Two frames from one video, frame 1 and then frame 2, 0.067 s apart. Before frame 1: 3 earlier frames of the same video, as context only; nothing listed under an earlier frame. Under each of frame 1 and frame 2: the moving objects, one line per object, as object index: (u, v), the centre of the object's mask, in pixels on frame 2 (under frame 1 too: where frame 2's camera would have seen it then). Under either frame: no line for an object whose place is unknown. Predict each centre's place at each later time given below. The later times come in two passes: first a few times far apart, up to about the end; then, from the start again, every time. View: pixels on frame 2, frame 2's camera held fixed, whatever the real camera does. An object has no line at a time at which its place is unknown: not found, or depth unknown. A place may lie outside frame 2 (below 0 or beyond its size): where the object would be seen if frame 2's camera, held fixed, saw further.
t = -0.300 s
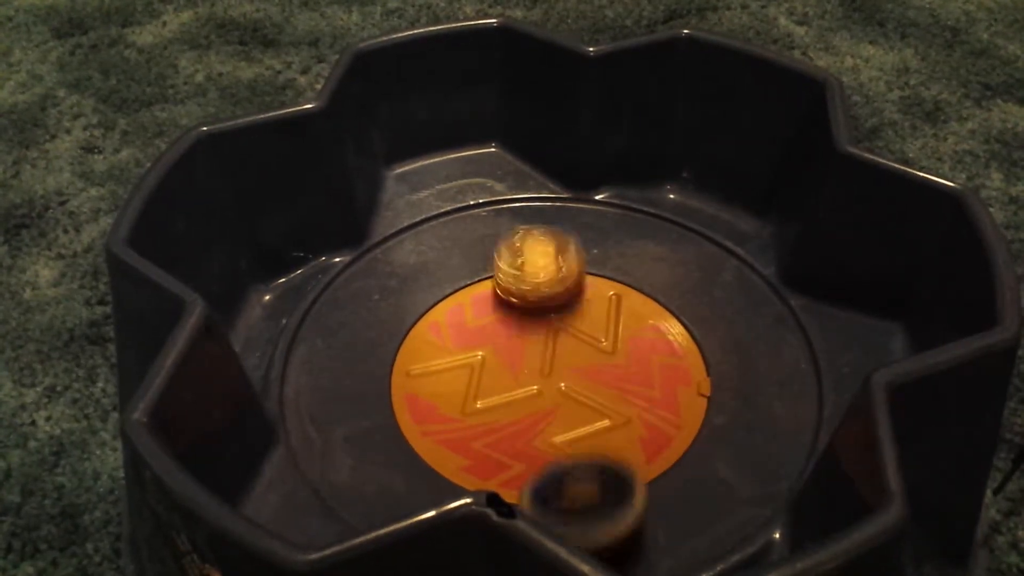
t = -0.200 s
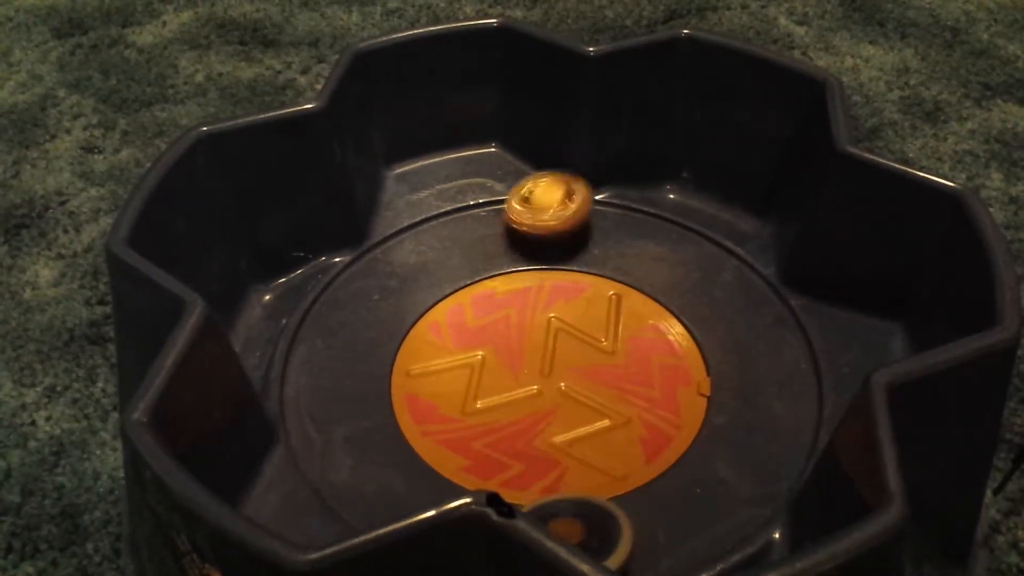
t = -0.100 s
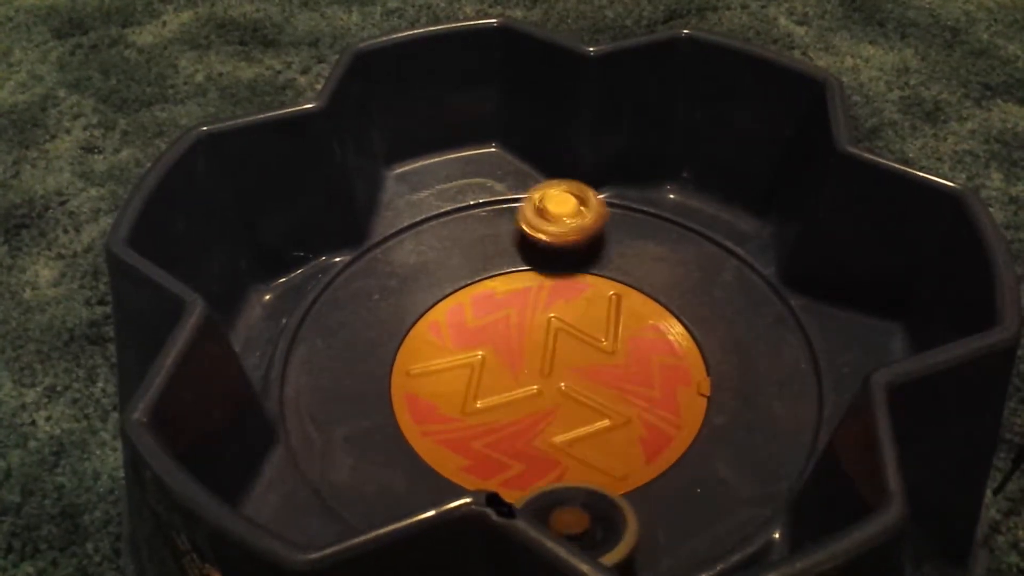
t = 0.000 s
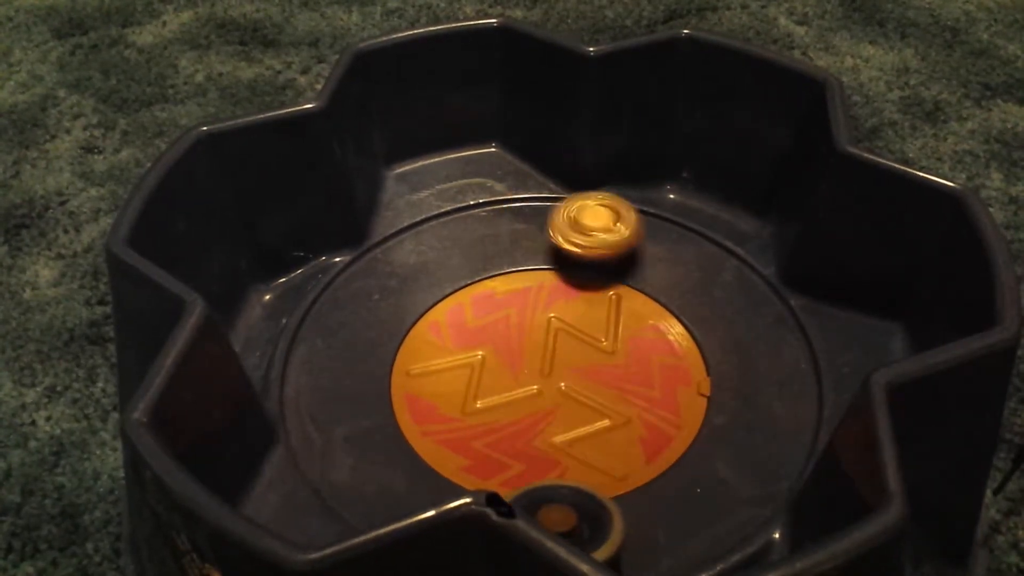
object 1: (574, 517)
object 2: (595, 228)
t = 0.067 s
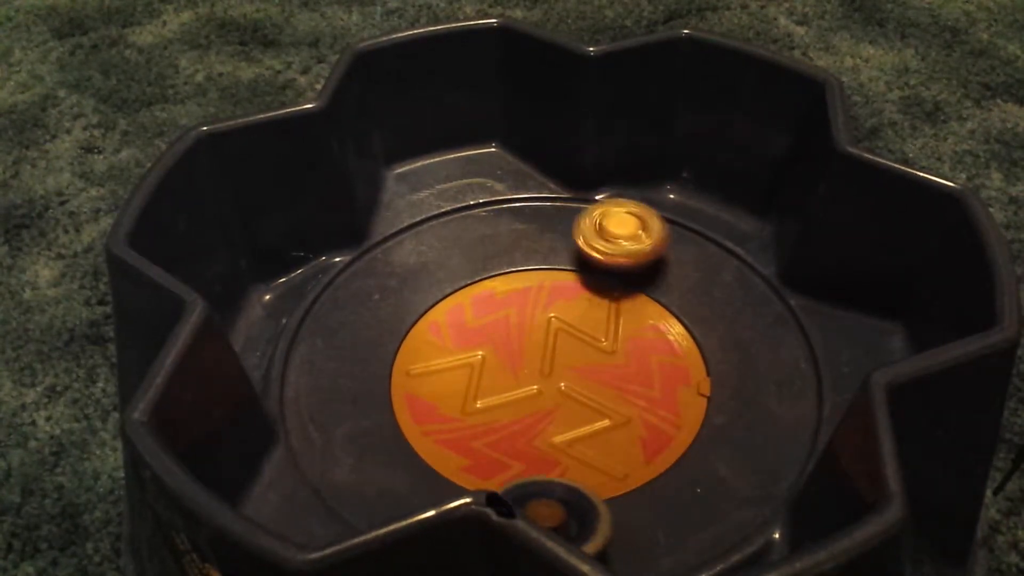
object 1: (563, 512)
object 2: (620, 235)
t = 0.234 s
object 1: (523, 489)
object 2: (669, 273)
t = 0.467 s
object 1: (498, 452)
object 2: (656, 376)
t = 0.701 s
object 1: (308, 380)
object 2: (766, 399)
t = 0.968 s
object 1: (310, 322)
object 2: (744, 451)
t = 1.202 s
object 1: (335, 269)
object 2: (614, 470)
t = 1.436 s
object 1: (375, 261)
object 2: (481, 412)
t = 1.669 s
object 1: (442, 252)
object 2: (486, 333)
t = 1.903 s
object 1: (481, 215)
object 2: (516, 357)
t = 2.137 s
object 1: (530, 221)
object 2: (518, 369)
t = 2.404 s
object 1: (578, 269)
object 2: (541, 387)
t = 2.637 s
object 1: (608, 342)
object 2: (523, 399)
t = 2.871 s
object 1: (730, 323)
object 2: (359, 414)
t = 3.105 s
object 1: (748, 356)
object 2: (347, 362)
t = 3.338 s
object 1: (714, 398)
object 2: (422, 318)
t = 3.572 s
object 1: (631, 421)
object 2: (546, 317)
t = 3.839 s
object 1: (527, 476)
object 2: (597, 278)
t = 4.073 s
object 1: (456, 461)
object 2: (606, 317)
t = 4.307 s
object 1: (442, 424)
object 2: (575, 318)
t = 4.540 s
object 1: (444, 366)
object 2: (554, 309)
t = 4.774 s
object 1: (368, 369)
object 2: (635, 292)
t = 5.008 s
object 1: (419, 367)
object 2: (645, 346)
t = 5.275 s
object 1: (481, 325)
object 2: (621, 402)
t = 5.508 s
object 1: (532, 321)
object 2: (567, 425)
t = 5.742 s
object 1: (559, 295)
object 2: (595, 439)
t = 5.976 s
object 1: (556, 284)
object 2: (556, 416)
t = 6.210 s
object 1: (546, 318)
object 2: (565, 405)
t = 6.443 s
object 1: (549, 310)
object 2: (586, 411)
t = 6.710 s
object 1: (546, 347)
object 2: (602, 427)
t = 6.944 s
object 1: (523, 314)
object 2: (578, 430)
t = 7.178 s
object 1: (506, 308)
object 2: (566, 397)
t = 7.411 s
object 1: (494, 304)
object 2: (585, 382)
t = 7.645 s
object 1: (488, 314)
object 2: (587, 385)
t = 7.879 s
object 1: (484, 322)
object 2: (585, 383)
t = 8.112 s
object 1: (457, 324)
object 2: (611, 393)
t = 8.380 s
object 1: (455, 340)
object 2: (563, 365)
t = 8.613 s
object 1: (477, 340)
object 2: (595, 365)
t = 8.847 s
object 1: (476, 344)
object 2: (595, 366)
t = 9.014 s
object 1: (473, 345)
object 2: (583, 365)
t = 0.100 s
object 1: (556, 509)
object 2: (632, 240)
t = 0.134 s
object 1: (548, 504)
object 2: (642, 246)
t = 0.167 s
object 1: (540, 498)
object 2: (652, 255)
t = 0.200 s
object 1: (530, 493)
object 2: (661, 263)
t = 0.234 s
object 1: (523, 489)
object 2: (669, 273)
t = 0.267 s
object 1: (516, 483)
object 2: (674, 287)
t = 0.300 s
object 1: (509, 477)
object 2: (677, 301)
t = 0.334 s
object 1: (505, 472)
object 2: (678, 315)
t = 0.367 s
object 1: (503, 469)
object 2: (678, 331)
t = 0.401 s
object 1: (502, 464)
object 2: (673, 348)
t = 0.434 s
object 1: (500, 458)
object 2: (665, 364)
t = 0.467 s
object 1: (498, 452)
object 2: (656, 376)
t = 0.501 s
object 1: (496, 443)
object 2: (642, 392)
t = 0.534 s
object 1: (495, 435)
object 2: (625, 405)
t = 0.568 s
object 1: (483, 424)
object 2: (619, 413)
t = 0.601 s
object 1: (411, 404)
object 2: (672, 408)
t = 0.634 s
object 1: (360, 394)
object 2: (713, 403)
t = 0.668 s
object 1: (328, 390)
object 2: (743, 400)
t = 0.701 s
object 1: (308, 380)
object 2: (766, 399)
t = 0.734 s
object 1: (297, 371)
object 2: (780, 401)
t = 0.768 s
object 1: (300, 364)
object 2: (786, 406)
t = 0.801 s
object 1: (305, 357)
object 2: (787, 415)
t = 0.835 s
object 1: (309, 350)
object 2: (784, 424)
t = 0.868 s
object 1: (310, 342)
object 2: (774, 430)
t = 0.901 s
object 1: (309, 335)
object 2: (762, 437)
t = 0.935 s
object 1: (307, 328)
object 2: (753, 444)
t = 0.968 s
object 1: (310, 322)
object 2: (744, 451)
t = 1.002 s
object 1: (315, 318)
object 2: (732, 457)
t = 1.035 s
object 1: (319, 312)
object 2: (718, 462)
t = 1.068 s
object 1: (321, 299)
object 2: (701, 467)
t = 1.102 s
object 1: (323, 287)
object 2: (681, 469)
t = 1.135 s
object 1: (325, 281)
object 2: (659, 471)
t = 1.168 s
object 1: (330, 275)
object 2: (637, 472)
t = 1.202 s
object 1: (335, 269)
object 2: (614, 470)
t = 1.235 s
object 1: (339, 267)
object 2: (591, 465)
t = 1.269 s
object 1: (345, 268)
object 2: (568, 460)
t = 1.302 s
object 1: (351, 266)
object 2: (546, 454)
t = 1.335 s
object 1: (356, 264)
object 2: (527, 445)
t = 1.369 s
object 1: (362, 262)
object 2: (509, 435)
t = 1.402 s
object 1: (368, 263)
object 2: (495, 424)
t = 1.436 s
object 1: (375, 261)
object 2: (481, 412)
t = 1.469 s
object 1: (382, 263)
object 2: (472, 399)
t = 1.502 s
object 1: (391, 261)
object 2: (464, 388)
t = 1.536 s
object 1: (400, 261)
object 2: (463, 375)
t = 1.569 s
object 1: (410, 260)
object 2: (467, 361)
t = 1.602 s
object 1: (422, 259)
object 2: (474, 347)
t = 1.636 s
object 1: (434, 257)
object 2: (479, 335)
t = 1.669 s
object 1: (442, 252)
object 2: (486, 333)
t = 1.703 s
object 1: (450, 251)
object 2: (490, 331)
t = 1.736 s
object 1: (458, 250)
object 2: (495, 331)
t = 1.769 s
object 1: (459, 235)
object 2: (506, 344)
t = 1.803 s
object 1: (463, 224)
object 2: (513, 351)
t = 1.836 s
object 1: (469, 220)
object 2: (516, 354)
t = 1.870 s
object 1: (475, 217)
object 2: (516, 355)
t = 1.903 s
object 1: (481, 215)
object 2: (516, 357)
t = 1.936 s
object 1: (487, 214)
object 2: (516, 358)
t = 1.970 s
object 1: (494, 213)
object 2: (516, 360)
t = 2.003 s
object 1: (501, 213)
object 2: (516, 362)
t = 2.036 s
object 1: (508, 214)
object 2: (516, 364)
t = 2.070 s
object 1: (515, 216)
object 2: (517, 365)
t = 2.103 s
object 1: (522, 220)
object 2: (517, 368)
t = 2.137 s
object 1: (530, 221)
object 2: (518, 369)
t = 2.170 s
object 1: (538, 225)
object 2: (524, 370)
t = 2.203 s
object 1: (546, 231)
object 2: (536, 371)
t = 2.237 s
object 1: (553, 235)
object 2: (541, 368)
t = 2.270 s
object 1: (560, 240)
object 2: (543, 370)
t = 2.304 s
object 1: (566, 246)
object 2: (544, 374)
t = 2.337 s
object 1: (571, 253)
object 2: (544, 379)
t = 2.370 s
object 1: (574, 261)
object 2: (542, 383)
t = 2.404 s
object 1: (578, 269)
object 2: (541, 387)
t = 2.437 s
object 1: (583, 277)
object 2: (539, 390)
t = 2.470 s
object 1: (587, 285)
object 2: (538, 393)
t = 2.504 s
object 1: (592, 298)
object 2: (536, 395)
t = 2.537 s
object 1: (596, 312)
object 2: (532, 397)
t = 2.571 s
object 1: (601, 322)
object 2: (529, 398)
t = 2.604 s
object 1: (607, 333)
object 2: (526, 399)
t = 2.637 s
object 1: (608, 342)
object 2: (523, 399)
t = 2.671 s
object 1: (607, 350)
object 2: (520, 399)
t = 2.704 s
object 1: (631, 346)
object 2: (484, 412)
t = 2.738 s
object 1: (673, 330)
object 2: (431, 423)
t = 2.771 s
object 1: (695, 322)
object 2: (401, 426)
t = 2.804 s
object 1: (712, 319)
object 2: (380, 425)
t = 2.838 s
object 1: (723, 320)
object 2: (367, 421)
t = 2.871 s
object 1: (730, 323)
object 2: (359, 414)
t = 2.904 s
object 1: (735, 326)
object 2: (352, 407)
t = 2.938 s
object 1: (739, 330)
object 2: (347, 400)
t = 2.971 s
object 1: (742, 335)
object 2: (343, 392)
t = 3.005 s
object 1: (745, 339)
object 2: (340, 385)
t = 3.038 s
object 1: (747, 345)
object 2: (342, 378)
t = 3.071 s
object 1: (748, 350)
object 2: (344, 370)
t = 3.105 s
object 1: (748, 356)
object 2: (347, 362)
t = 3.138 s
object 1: (746, 362)
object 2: (353, 355)
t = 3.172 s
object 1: (743, 368)
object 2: (360, 348)
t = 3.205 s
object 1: (739, 374)
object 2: (367, 340)
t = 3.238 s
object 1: (735, 381)
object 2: (378, 334)
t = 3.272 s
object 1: (729, 387)
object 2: (391, 328)
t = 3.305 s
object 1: (722, 393)
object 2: (406, 323)
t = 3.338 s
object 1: (714, 398)
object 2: (422, 318)
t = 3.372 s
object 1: (704, 403)
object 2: (439, 314)
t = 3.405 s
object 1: (693, 406)
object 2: (457, 310)
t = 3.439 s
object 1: (683, 410)
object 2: (475, 310)
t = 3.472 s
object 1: (670, 413)
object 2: (494, 309)
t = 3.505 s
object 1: (658, 416)
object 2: (513, 310)
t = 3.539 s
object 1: (645, 418)
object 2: (530, 314)
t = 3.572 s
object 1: (631, 421)
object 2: (546, 317)
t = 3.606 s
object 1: (617, 422)
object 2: (555, 321)
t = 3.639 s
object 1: (603, 423)
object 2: (560, 327)
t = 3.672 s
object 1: (589, 424)
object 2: (568, 333)
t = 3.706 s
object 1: (578, 442)
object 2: (578, 322)
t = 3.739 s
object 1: (564, 464)
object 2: (584, 302)
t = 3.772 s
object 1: (552, 473)
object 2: (588, 288)
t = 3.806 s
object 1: (539, 476)
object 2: (592, 282)
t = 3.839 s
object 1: (527, 476)
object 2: (597, 278)
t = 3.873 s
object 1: (515, 475)
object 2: (604, 277)
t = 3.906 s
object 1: (504, 472)
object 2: (612, 275)
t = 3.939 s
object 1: (493, 470)
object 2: (612, 279)
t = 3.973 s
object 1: (483, 468)
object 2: (609, 287)
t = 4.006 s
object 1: (474, 467)
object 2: (610, 292)
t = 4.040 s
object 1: (465, 465)
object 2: (608, 304)
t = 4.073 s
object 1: (456, 461)
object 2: (606, 317)
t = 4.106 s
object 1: (450, 457)
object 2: (604, 330)
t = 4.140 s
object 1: (447, 455)
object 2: (604, 336)
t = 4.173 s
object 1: (448, 451)
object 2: (600, 337)
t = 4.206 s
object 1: (448, 446)
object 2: (596, 335)
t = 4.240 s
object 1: (446, 440)
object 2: (590, 331)
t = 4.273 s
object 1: (444, 433)
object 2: (582, 325)
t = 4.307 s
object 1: (442, 424)
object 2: (575, 318)
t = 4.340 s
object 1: (441, 416)
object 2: (566, 308)
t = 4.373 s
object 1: (440, 408)
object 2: (554, 305)
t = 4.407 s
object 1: (440, 400)
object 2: (550, 305)
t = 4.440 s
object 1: (441, 391)
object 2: (554, 306)
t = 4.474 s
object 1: (441, 382)
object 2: (559, 310)
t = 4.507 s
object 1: (443, 374)
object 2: (559, 310)
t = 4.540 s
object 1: (444, 366)
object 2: (554, 309)
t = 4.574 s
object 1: (448, 358)
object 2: (552, 308)
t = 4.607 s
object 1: (453, 352)
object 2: (554, 308)
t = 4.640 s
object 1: (457, 350)
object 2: (554, 308)
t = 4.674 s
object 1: (425, 358)
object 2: (578, 298)
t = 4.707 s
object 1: (395, 357)
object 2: (609, 293)
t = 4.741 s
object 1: (377, 362)
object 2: (627, 290)
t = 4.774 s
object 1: (368, 369)
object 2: (635, 292)
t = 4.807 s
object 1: (365, 375)
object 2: (641, 297)
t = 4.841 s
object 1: (371, 366)
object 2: (646, 304)
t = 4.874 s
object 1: (377, 370)
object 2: (649, 310)
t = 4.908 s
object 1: (385, 360)
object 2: (650, 320)
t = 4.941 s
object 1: (395, 367)
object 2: (650, 327)
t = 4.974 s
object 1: (406, 367)
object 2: (648, 335)
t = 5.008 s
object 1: (419, 367)
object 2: (645, 346)
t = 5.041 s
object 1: (432, 365)
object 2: (638, 354)
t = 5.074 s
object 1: (446, 364)
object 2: (632, 361)
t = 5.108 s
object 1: (462, 364)
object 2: (623, 369)
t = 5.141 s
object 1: (477, 364)
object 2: (612, 378)
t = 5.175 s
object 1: (488, 361)
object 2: (601, 383)
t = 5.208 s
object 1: (490, 353)
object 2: (600, 389)
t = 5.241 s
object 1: (484, 333)
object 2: (615, 394)
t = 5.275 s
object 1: (481, 325)
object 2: (621, 402)
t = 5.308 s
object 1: (486, 321)
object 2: (616, 407)
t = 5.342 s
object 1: (494, 320)
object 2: (608, 412)
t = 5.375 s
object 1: (502, 320)
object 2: (599, 419)
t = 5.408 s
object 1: (510, 319)
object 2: (588, 425)
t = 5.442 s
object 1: (517, 320)
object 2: (581, 431)
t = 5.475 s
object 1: (525, 320)
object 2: (573, 431)
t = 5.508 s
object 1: (532, 321)
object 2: (567, 425)
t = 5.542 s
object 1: (540, 323)
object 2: (562, 419)
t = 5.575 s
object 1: (549, 327)
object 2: (564, 417)
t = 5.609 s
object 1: (555, 328)
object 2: (574, 418)
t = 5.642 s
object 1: (559, 328)
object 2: (580, 415)
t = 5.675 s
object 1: (565, 328)
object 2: (586, 414)
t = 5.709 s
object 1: (564, 320)
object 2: (590, 423)
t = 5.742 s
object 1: (559, 295)
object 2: (595, 439)
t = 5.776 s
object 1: (553, 282)
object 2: (597, 442)
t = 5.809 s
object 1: (552, 278)
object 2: (598, 441)
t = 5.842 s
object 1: (553, 278)
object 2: (594, 439)
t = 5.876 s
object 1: (554, 278)
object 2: (588, 435)
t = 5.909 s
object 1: (555, 279)
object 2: (578, 430)
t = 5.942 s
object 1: (556, 281)
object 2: (566, 424)
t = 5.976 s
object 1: (556, 284)
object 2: (556, 416)
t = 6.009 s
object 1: (557, 287)
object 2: (553, 410)
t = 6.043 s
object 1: (558, 292)
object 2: (554, 410)
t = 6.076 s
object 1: (558, 296)
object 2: (556, 410)
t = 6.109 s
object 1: (554, 301)
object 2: (559, 408)
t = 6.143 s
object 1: (549, 307)
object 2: (561, 407)
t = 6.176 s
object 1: (548, 310)
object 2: (563, 406)
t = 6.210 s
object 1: (546, 318)
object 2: (565, 405)
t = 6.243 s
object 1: (545, 323)
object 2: (568, 404)
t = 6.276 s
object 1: (545, 324)
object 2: (572, 407)
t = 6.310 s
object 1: (546, 320)
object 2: (577, 411)
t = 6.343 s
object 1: (548, 314)
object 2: (580, 413)
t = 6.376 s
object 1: (548, 310)
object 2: (581, 412)
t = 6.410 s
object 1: (549, 309)
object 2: (583, 411)
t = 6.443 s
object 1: (549, 310)
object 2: (586, 411)
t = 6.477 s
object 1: (548, 314)
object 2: (590, 411)
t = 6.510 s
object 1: (548, 320)
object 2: (593, 409)
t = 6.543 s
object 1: (547, 328)
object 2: (595, 407)
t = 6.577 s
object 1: (545, 330)
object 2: (601, 410)
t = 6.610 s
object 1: (544, 329)
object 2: (606, 415)
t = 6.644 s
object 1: (545, 333)
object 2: (604, 418)
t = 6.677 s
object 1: (548, 342)
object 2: (603, 421)
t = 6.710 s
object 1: (546, 347)
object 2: (602, 427)
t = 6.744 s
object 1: (543, 334)
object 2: (606, 442)
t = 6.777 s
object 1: (540, 328)
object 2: (609, 449)
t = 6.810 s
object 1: (537, 325)
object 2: (610, 448)
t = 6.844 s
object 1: (534, 322)
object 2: (608, 445)
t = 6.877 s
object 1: (530, 319)
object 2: (600, 441)
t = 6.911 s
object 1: (527, 317)
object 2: (590, 434)
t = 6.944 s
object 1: (523, 314)
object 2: (578, 430)
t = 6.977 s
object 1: (520, 312)
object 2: (565, 423)
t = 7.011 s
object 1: (517, 311)
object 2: (558, 416)
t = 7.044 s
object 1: (514, 309)
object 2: (557, 409)
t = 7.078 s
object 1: (512, 309)
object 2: (560, 407)
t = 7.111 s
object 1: (510, 308)
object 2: (561, 403)
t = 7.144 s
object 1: (508, 308)
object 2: (564, 400)
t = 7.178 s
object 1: (506, 308)
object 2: (566, 397)
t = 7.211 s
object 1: (505, 308)
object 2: (567, 392)
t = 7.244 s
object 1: (505, 308)
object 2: (568, 388)
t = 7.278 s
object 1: (504, 309)
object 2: (570, 383)
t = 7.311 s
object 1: (504, 310)
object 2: (571, 378)
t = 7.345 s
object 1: (500, 307)
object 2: (575, 374)
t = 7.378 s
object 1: (496, 305)
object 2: (580, 377)
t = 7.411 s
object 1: (494, 304)
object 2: (585, 382)
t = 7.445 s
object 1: (492, 304)
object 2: (591, 387)
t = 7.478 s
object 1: (491, 305)
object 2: (595, 388)
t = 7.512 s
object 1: (489, 306)
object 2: (598, 389)
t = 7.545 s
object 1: (488, 309)
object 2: (599, 389)
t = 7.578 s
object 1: (488, 310)
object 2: (597, 389)
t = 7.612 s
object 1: (488, 311)
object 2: (593, 387)
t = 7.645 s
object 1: (488, 314)
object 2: (587, 385)
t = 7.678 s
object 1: (489, 316)
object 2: (580, 380)
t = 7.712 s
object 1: (489, 319)
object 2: (573, 378)
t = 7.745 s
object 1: (485, 316)
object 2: (576, 379)
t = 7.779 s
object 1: (484, 316)
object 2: (580, 381)
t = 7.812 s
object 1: (484, 318)
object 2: (584, 382)
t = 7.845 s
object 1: (484, 320)
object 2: (585, 383)
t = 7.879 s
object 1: (484, 322)
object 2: (585, 383)
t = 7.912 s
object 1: (485, 324)
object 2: (581, 381)
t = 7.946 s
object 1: (485, 327)
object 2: (578, 378)
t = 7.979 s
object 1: (474, 324)
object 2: (587, 382)
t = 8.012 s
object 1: (464, 320)
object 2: (598, 387)
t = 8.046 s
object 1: (462, 321)
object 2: (605, 392)
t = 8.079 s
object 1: (459, 323)
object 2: (610, 392)
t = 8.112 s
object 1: (457, 324)
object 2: (611, 393)
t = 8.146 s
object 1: (455, 326)
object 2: (610, 392)
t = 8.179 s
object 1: (455, 327)
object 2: (606, 389)
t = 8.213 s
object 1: (455, 329)
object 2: (601, 387)
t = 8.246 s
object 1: (455, 332)
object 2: (593, 383)
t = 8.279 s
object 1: (454, 336)
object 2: (585, 378)
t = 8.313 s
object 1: (452, 343)
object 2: (574, 373)
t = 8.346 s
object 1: (453, 343)
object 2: (565, 369)
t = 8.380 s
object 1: (455, 340)
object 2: (563, 365)
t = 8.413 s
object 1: (454, 340)
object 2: (572, 365)
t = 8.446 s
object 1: (454, 341)
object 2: (579, 366)
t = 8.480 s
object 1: (458, 339)
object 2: (583, 367)
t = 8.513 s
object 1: (466, 336)
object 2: (586, 366)
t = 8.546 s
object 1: (473, 337)
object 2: (590, 366)
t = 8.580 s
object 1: (475, 338)
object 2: (593, 366)
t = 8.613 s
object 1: (477, 340)
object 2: (595, 365)
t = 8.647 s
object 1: (478, 342)
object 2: (597, 366)
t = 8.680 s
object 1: (478, 341)
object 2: (598, 365)
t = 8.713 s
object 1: (478, 343)
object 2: (598, 365)
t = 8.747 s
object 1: (477, 343)
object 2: (598, 366)
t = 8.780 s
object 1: (477, 344)
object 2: (598, 365)
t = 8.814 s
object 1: (477, 345)
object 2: (596, 365)
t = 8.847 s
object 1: (476, 344)
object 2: (595, 366)
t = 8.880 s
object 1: (476, 345)
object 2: (592, 366)
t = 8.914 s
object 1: (477, 344)
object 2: (589, 366)
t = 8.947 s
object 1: (475, 346)
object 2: (586, 365)
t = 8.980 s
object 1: (476, 345)
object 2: (582, 365)
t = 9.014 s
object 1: (473, 345)
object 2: (583, 365)
